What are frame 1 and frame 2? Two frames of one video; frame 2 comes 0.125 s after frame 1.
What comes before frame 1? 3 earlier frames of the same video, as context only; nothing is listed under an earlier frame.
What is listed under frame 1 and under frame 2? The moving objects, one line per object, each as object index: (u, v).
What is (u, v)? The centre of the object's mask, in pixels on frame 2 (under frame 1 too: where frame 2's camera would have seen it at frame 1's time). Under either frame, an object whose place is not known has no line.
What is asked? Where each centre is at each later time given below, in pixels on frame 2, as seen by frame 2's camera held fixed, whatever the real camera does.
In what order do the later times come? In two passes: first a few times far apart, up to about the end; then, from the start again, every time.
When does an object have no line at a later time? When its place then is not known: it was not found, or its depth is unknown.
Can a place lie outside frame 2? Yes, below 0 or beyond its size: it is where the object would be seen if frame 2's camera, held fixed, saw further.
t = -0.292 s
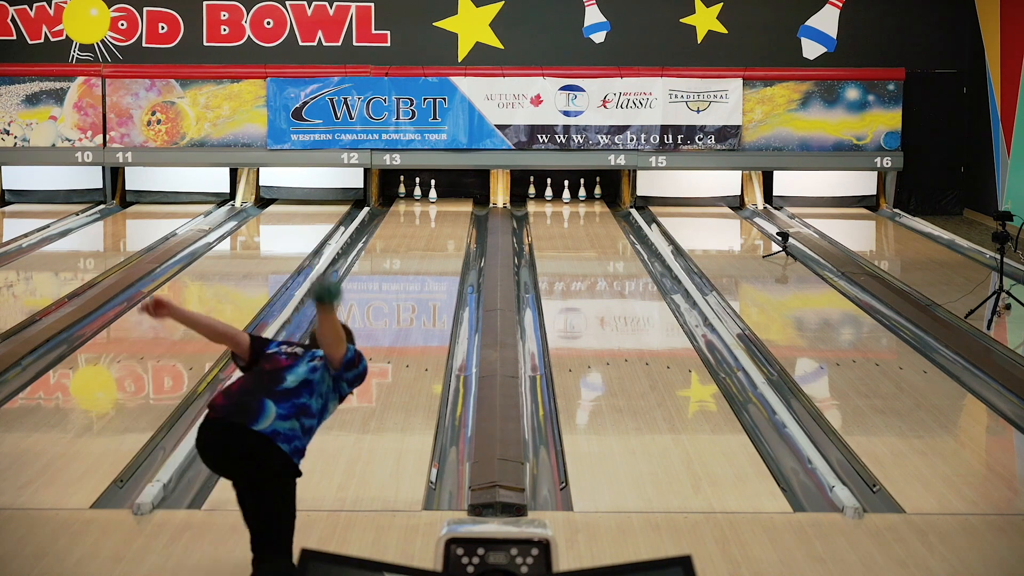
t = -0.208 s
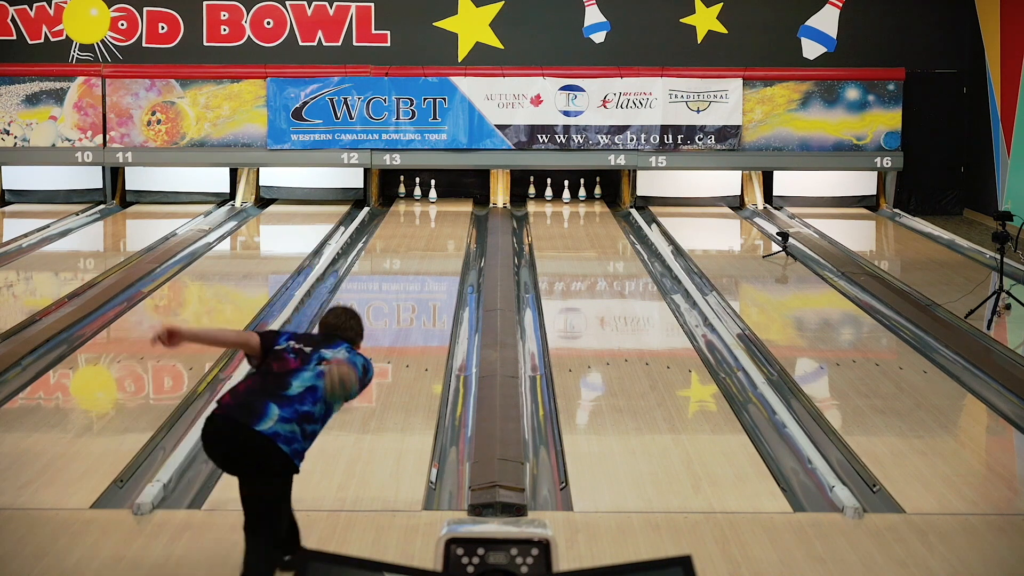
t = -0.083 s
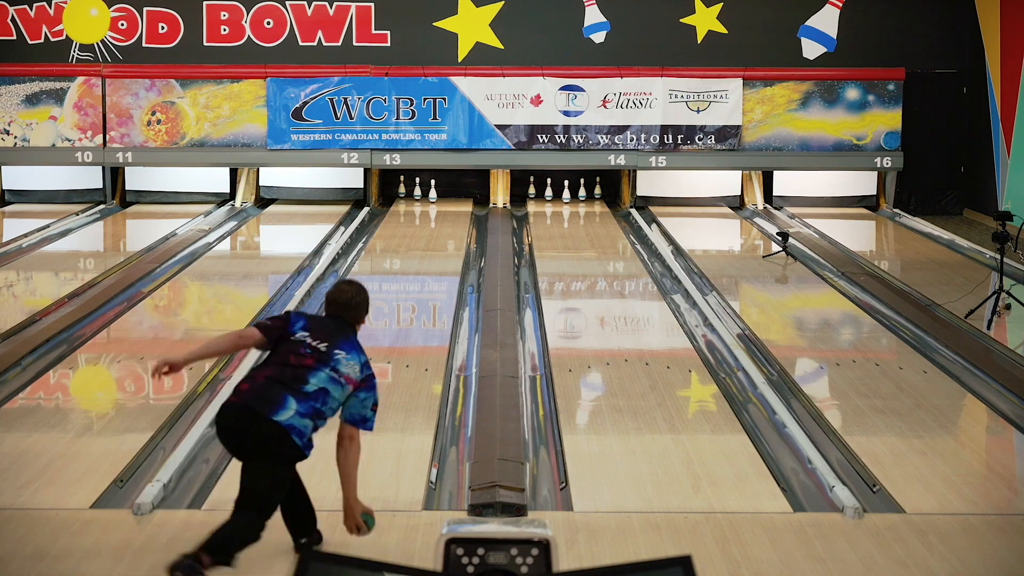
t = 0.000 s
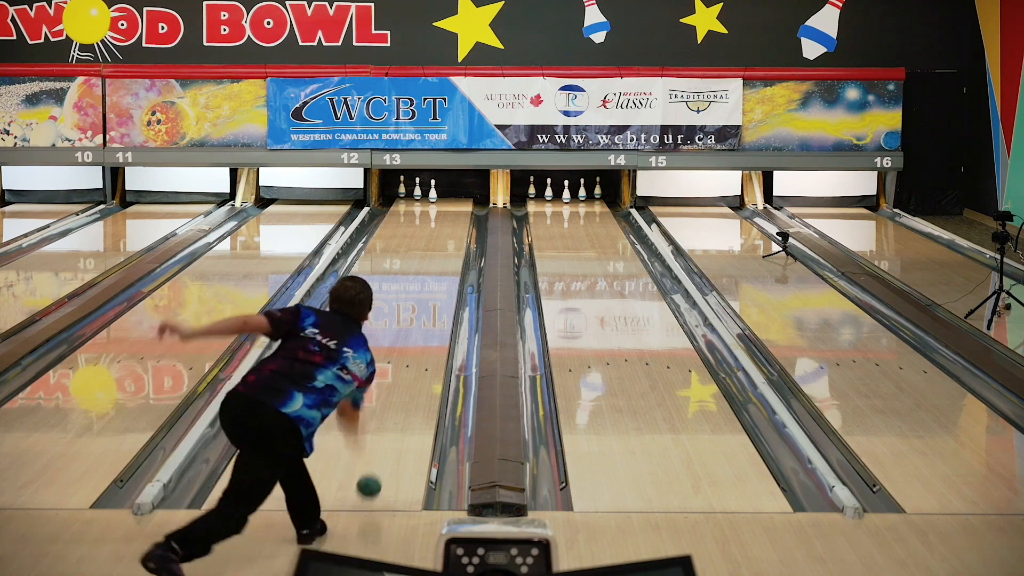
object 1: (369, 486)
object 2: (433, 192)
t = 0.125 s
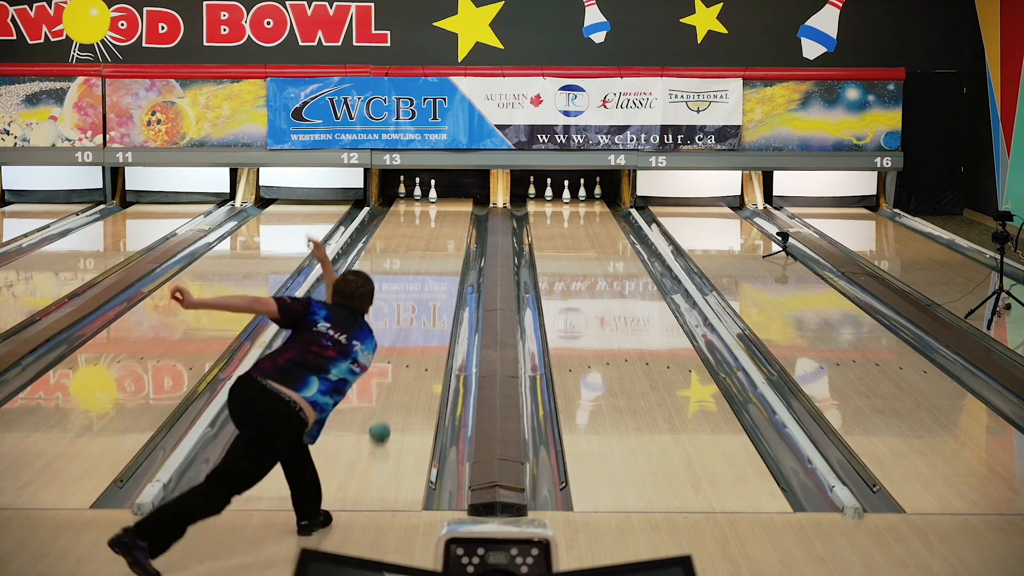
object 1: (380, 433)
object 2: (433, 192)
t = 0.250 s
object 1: (388, 385)
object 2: (433, 192)
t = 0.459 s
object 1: (398, 326)
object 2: (433, 192)
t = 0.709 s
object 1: (407, 277)
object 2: (433, 192)
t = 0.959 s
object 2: (433, 192)
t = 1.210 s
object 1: (420, 219)
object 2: (433, 192)
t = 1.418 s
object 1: (424, 202)
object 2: (433, 192)
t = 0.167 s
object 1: (383, 415)
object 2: (433, 192)
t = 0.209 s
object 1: (385, 399)
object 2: (433, 192)
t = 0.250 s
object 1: (388, 385)
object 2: (433, 192)
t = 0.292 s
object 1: (390, 371)
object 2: (433, 192)
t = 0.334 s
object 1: (392, 359)
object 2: (433, 192)
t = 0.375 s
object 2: (433, 192)
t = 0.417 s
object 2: (433, 192)
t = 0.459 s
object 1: (398, 326)
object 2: (433, 192)
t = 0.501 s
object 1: (400, 317)
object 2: (433, 192)
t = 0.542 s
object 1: (401, 308)
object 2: (433, 192)
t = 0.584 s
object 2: (433, 192)
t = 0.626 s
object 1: (404, 292)
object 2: (433, 192)
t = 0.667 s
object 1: (405, 284)
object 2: (433, 192)
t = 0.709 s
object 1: (407, 277)
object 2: (433, 192)
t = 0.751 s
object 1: (408, 271)
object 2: (433, 192)
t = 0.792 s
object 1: (409, 265)
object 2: (433, 192)
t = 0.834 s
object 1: (411, 259)
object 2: (433, 192)
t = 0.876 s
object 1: (412, 254)
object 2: (433, 191)
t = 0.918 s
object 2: (433, 192)
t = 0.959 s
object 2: (433, 192)
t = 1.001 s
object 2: (433, 191)
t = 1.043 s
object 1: (416, 235)
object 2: (433, 192)
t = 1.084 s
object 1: (417, 230)
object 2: (433, 192)
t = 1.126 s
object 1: (418, 227)
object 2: (433, 192)
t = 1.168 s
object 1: (419, 222)
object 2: (433, 192)
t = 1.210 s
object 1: (420, 219)
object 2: (433, 192)
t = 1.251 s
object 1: (421, 216)
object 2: (433, 192)
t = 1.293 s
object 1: (422, 212)
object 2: (433, 192)
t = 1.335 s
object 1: (423, 209)
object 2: (433, 192)
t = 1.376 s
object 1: (423, 205)
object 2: (433, 192)
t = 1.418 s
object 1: (424, 202)
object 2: (433, 192)
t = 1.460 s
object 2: (433, 192)
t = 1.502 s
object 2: (438, 192)
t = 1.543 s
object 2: (448, 193)
